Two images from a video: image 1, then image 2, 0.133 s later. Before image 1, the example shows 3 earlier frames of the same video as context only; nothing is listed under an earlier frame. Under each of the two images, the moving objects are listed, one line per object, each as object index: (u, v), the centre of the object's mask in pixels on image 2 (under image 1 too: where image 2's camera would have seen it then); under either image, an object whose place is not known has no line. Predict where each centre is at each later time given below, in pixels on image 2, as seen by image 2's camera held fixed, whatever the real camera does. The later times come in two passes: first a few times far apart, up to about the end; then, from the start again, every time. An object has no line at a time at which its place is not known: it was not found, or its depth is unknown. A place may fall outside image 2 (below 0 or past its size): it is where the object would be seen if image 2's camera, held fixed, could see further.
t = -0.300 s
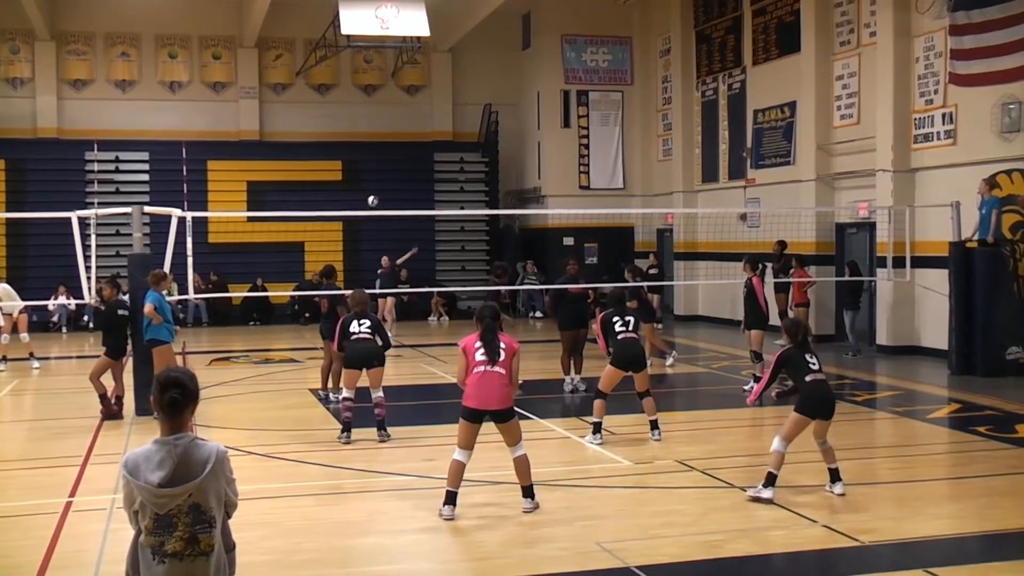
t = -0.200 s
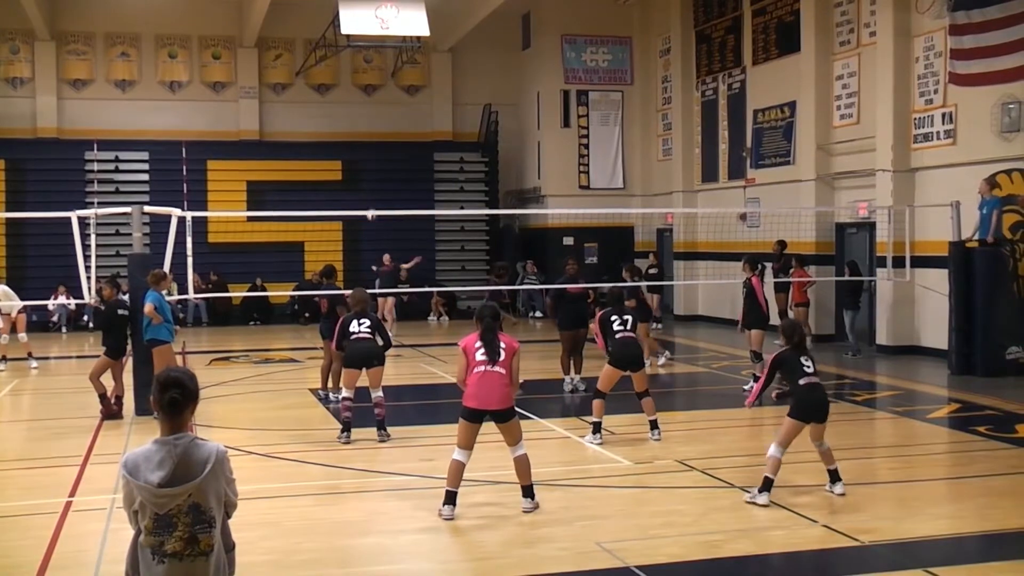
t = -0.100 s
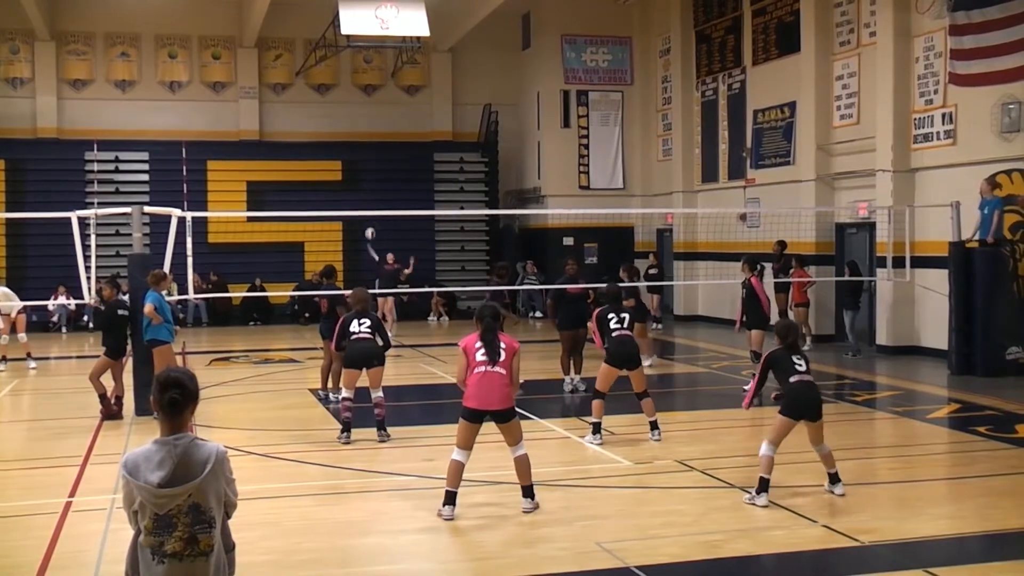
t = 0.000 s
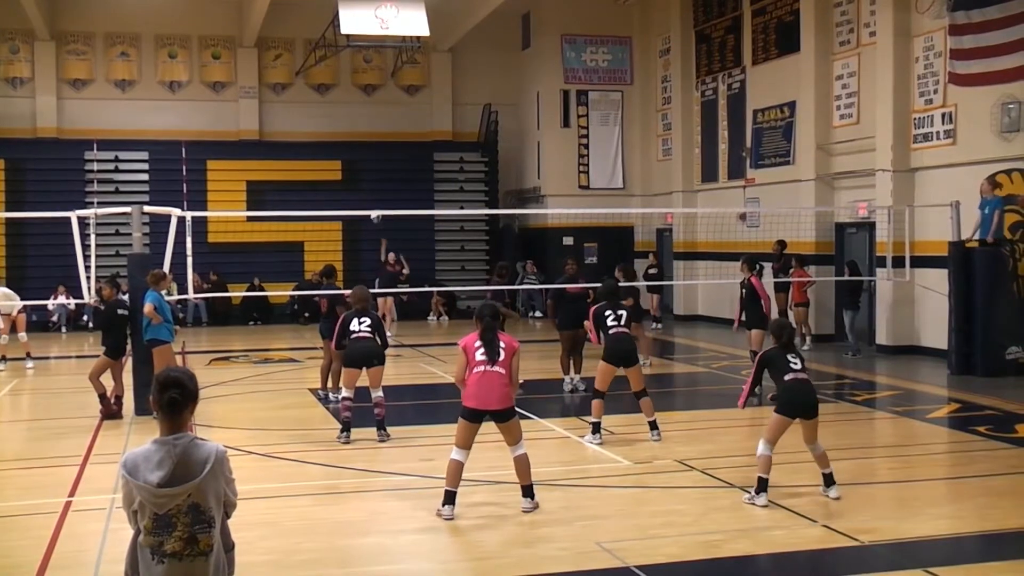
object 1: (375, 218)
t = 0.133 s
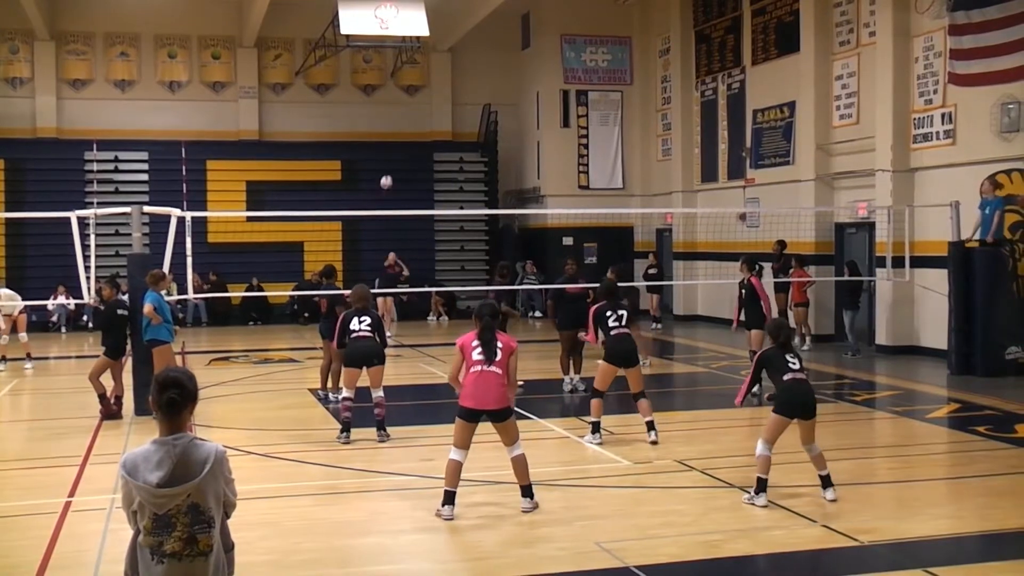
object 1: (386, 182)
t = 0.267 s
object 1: (397, 154)
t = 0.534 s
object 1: (426, 126)
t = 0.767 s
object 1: (464, 137)
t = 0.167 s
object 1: (389, 174)
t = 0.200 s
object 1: (391, 167)
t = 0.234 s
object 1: (394, 160)
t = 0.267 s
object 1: (397, 154)
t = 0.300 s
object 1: (400, 148)
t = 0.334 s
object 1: (403, 143)
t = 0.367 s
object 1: (406, 139)
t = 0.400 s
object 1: (410, 135)
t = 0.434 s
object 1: (414, 131)
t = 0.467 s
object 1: (417, 129)
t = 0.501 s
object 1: (421, 127)
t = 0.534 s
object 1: (426, 126)
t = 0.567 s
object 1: (431, 125)
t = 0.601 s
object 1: (436, 125)
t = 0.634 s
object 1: (441, 125)
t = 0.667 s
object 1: (447, 127)
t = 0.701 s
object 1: (452, 130)
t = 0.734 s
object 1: (458, 132)
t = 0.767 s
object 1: (464, 137)
